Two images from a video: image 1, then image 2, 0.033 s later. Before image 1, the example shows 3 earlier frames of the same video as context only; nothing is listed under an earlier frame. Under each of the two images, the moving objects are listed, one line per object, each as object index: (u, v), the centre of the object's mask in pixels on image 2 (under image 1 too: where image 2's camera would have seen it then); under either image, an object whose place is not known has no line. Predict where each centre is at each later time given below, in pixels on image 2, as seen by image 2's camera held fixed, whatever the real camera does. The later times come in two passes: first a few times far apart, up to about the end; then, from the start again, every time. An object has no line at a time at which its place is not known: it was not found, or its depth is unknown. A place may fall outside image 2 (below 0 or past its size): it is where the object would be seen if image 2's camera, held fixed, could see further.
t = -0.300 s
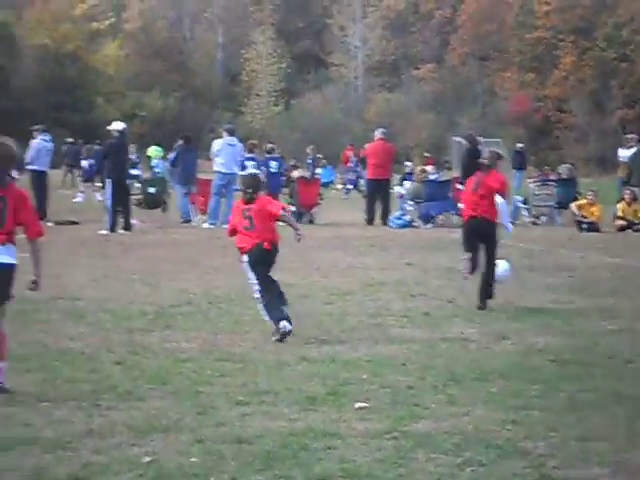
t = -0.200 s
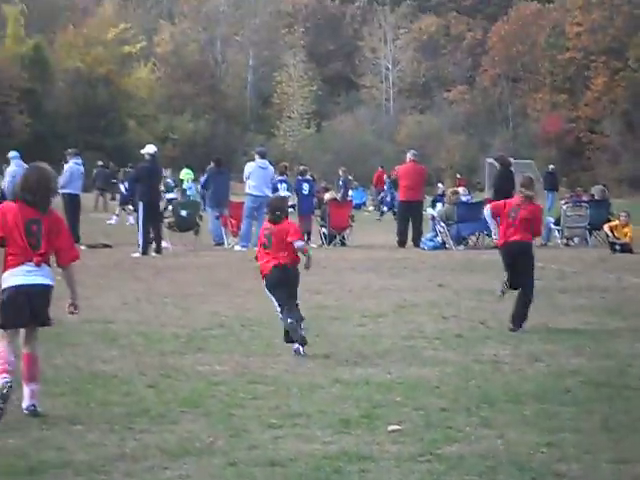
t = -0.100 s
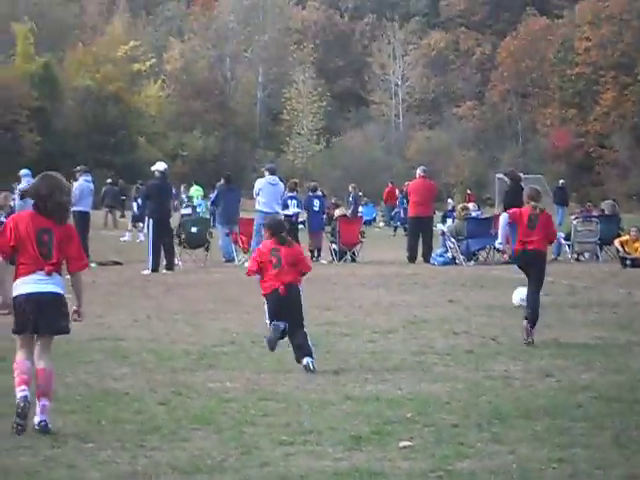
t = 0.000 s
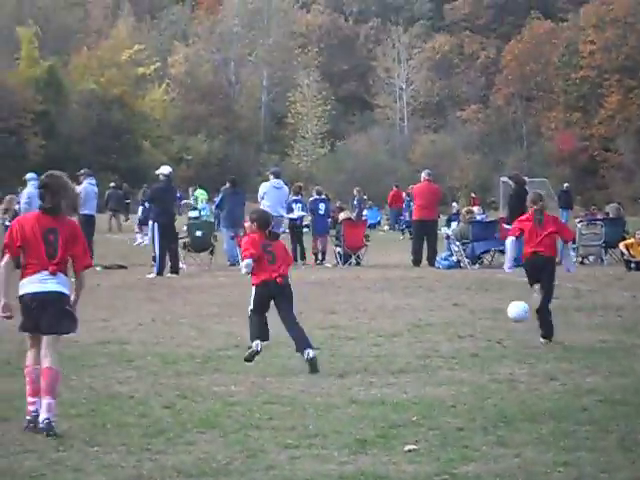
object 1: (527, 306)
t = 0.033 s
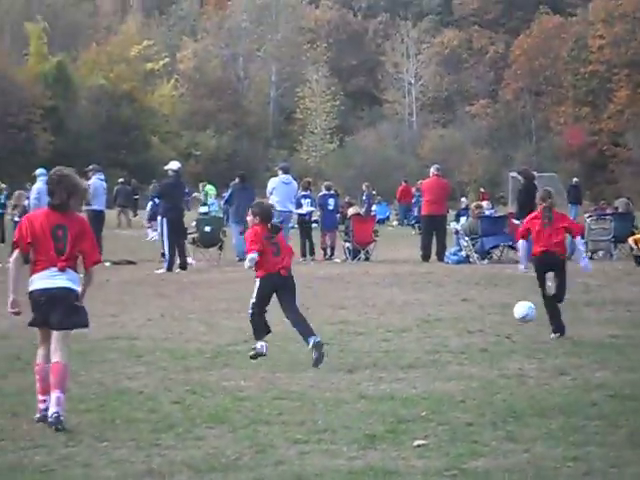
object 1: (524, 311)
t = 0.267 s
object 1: (505, 299)
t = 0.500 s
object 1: (486, 306)
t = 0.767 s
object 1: (464, 306)
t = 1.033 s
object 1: (443, 304)
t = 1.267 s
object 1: (425, 302)
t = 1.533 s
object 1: (405, 299)
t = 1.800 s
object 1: (388, 297)
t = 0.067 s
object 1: (521, 314)
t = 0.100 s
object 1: (518, 309)
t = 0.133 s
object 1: (516, 305)
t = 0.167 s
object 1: (513, 301)
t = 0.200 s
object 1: (510, 299)
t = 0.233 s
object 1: (507, 298)
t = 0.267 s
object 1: (505, 299)
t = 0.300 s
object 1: (503, 299)
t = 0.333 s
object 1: (500, 301)
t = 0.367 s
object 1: (497, 306)
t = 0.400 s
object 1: (495, 309)
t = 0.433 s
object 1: (492, 308)
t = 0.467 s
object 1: (489, 307)
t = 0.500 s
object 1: (486, 306)
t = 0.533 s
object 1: (482, 306)
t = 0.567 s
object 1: (480, 307)
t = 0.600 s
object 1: (477, 306)
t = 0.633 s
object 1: (474, 305)
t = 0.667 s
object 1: (472, 305)
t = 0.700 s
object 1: (469, 305)
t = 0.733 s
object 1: (467, 305)
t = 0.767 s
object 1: (464, 306)
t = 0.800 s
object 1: (460, 306)
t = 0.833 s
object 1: (458, 304)
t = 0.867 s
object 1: (456, 304)
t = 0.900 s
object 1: (454, 303)
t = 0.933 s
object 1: (451, 304)
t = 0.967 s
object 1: (449, 304)
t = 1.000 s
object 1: (445, 304)
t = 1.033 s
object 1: (443, 304)
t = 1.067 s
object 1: (440, 304)
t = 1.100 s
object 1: (437, 304)
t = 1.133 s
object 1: (434, 303)
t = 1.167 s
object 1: (431, 302)
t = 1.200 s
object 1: (429, 302)
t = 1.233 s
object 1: (427, 302)
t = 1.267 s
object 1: (425, 302)
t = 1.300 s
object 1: (422, 302)
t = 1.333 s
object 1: (419, 302)
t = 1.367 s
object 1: (417, 300)
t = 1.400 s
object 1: (415, 299)
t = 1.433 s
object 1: (413, 299)
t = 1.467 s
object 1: (410, 299)
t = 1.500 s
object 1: (408, 301)
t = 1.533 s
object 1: (405, 299)
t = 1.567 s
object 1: (403, 298)
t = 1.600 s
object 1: (401, 298)
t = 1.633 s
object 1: (399, 298)
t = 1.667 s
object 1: (397, 299)
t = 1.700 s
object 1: (395, 299)
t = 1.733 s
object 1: (392, 297)
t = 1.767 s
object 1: (390, 297)
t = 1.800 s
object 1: (388, 297)
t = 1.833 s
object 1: (386, 298)
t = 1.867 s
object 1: (383, 297)
